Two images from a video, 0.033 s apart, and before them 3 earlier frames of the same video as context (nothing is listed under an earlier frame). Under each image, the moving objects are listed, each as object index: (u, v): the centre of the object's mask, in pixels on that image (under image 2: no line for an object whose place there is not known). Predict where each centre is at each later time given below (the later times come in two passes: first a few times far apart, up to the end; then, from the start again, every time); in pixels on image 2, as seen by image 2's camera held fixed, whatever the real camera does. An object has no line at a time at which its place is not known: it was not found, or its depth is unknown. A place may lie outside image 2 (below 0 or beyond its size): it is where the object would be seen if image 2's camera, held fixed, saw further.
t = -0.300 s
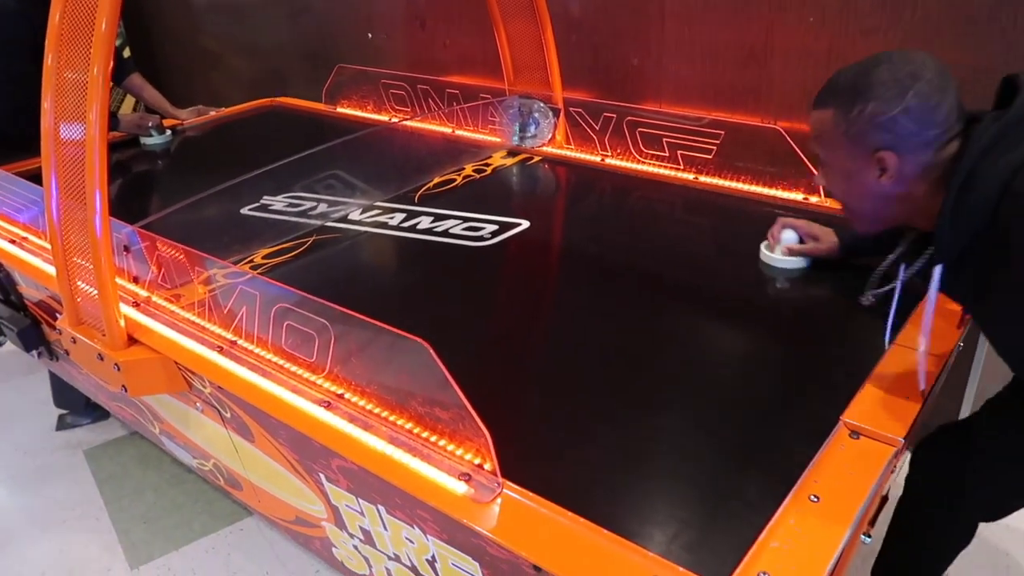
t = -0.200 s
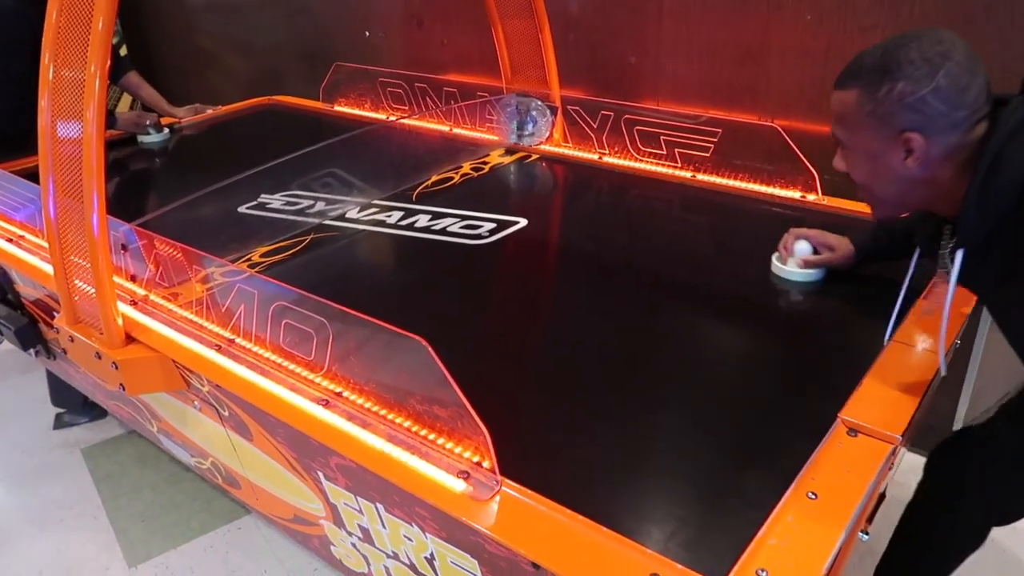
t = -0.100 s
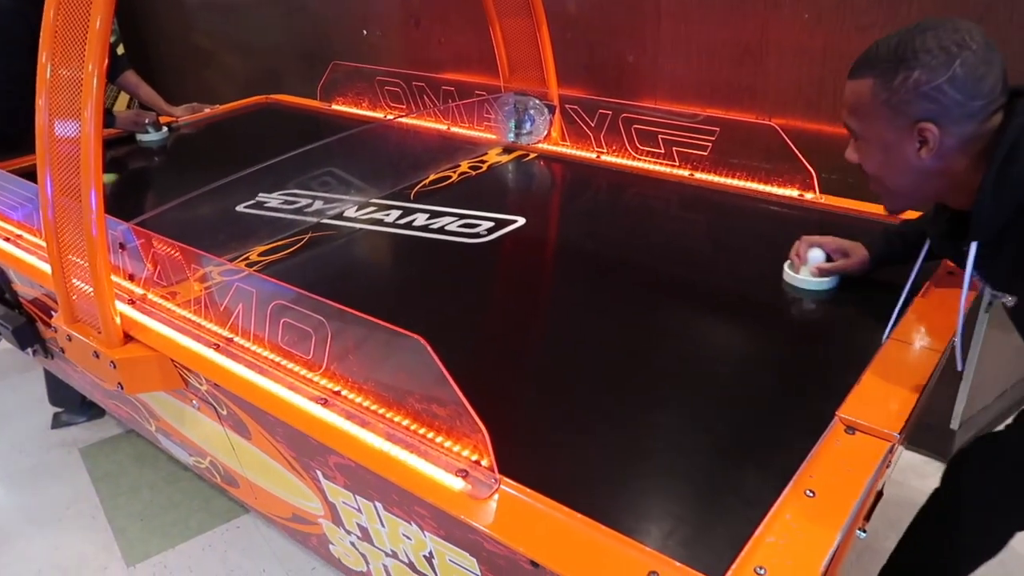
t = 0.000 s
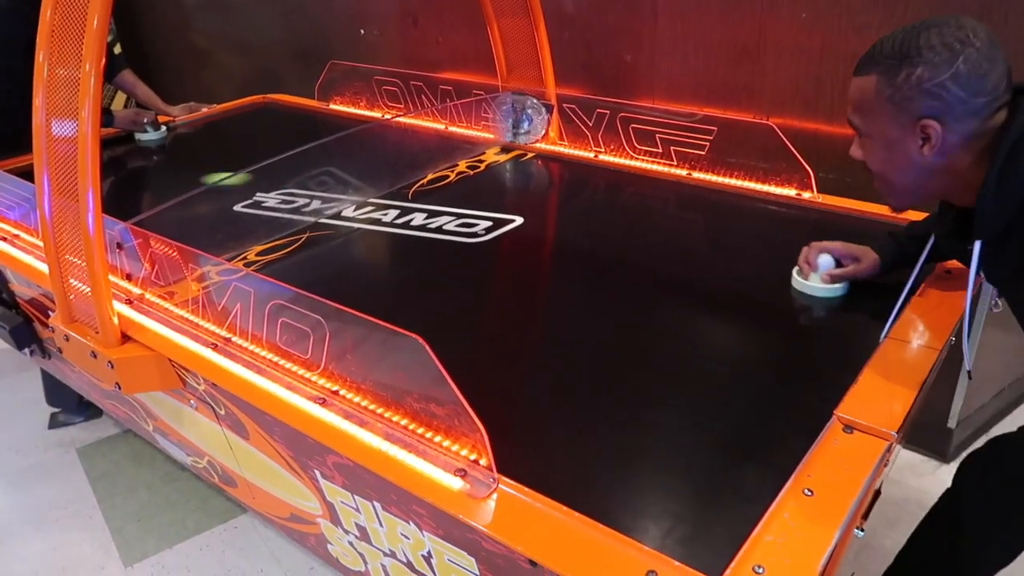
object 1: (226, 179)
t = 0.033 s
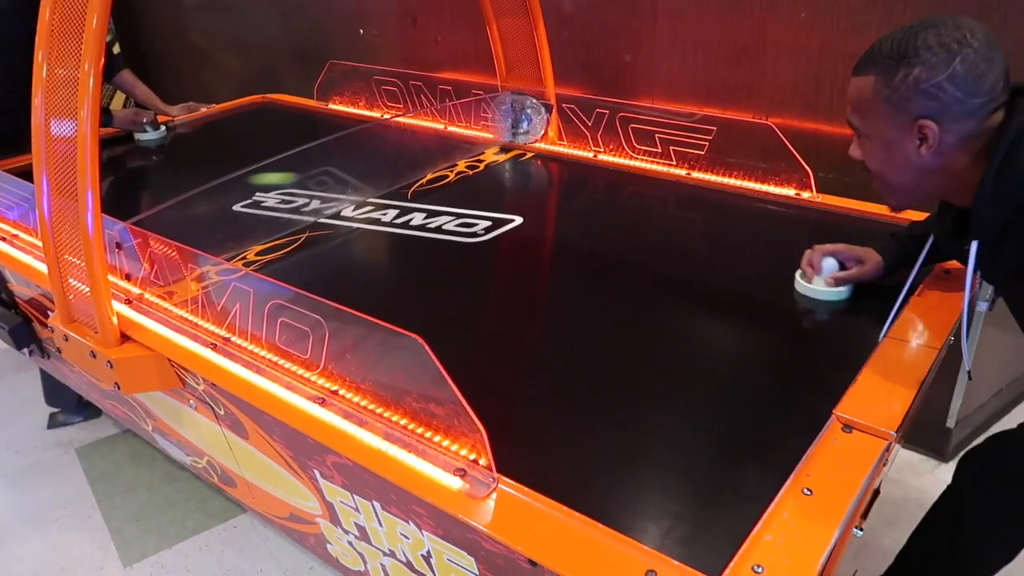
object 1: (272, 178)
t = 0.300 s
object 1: (641, 186)
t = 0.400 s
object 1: (726, 235)
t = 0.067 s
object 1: (321, 178)
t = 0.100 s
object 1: (368, 178)
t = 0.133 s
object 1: (412, 177)
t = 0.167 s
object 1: (467, 177)
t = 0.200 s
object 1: (512, 176)
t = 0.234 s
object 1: (561, 176)
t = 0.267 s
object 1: (610, 176)
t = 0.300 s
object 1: (641, 186)
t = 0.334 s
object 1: (667, 201)
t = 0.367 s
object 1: (695, 217)
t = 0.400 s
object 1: (726, 235)
